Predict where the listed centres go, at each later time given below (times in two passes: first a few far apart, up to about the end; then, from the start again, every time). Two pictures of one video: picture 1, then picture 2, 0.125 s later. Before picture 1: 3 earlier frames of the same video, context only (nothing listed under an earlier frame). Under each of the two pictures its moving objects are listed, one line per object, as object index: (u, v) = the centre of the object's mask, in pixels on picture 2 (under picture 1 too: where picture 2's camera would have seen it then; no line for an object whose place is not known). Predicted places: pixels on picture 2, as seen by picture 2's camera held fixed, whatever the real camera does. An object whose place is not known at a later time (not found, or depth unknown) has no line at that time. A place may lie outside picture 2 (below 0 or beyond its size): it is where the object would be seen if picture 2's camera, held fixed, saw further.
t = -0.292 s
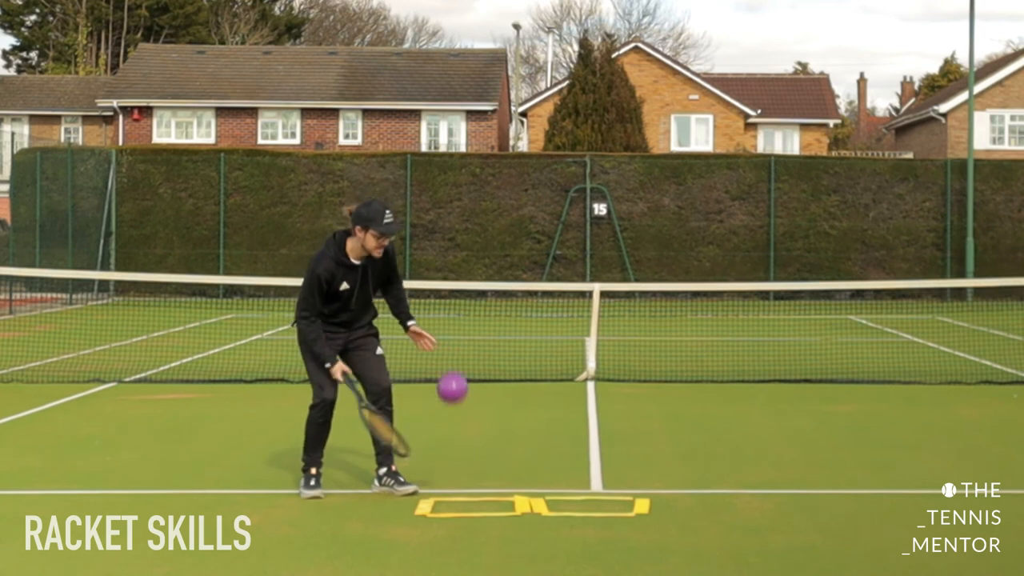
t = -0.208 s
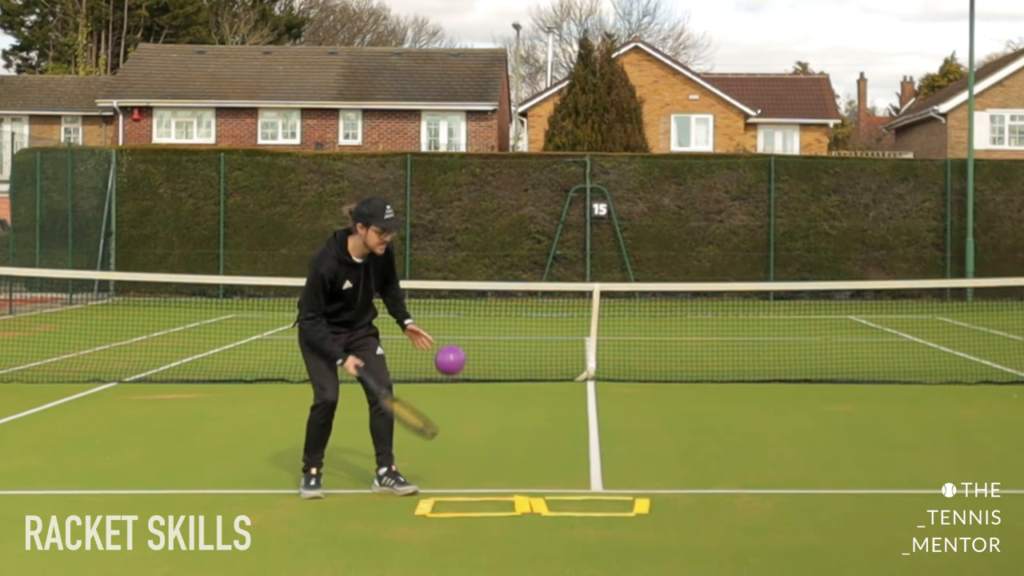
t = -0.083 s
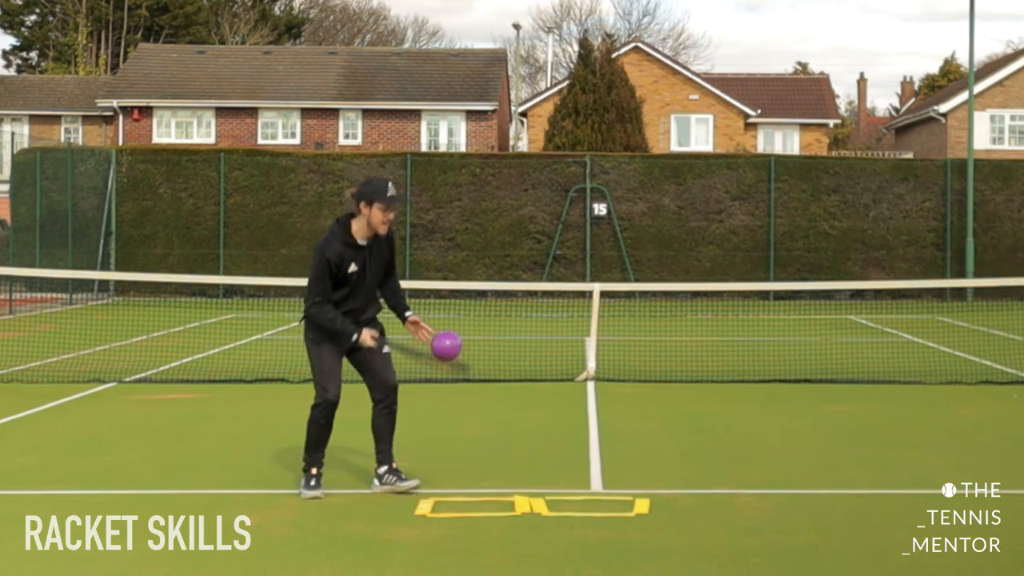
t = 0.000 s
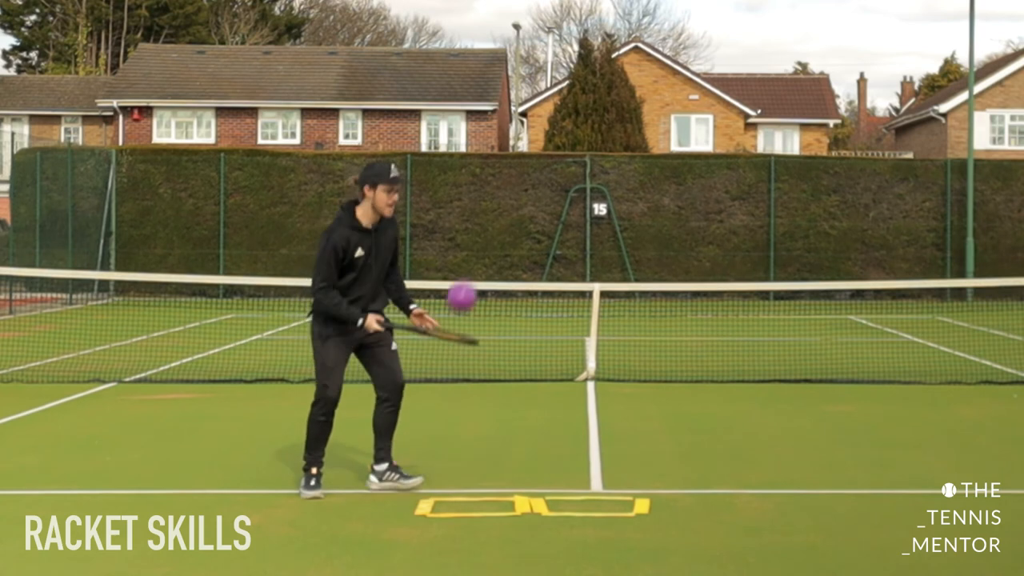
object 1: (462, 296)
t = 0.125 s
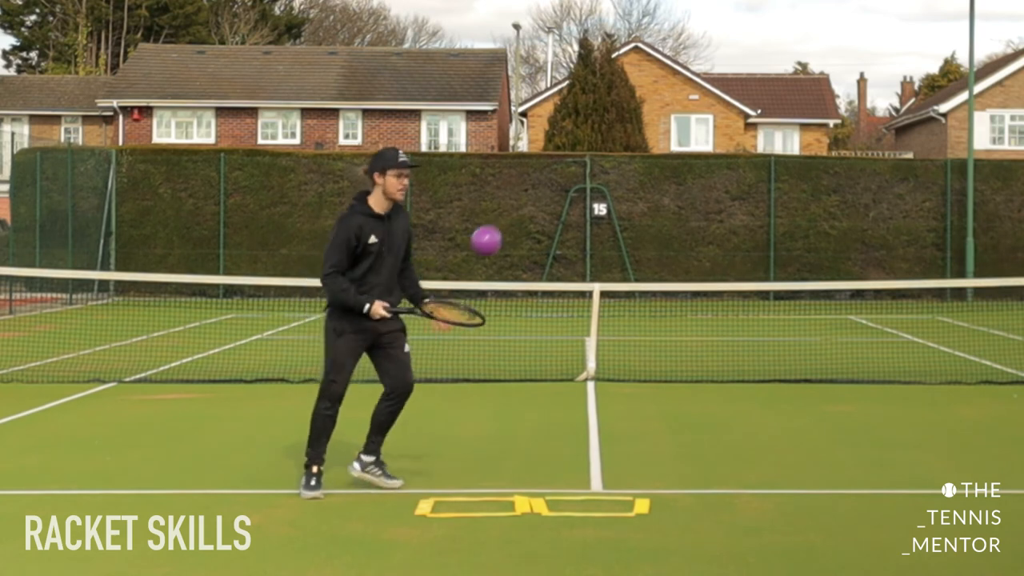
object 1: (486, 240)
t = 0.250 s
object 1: (508, 217)
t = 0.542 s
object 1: (553, 283)
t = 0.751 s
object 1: (577, 431)
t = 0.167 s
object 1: (494, 229)
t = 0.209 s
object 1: (501, 222)
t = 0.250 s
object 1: (508, 217)
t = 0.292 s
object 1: (515, 217)
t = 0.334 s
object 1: (521, 219)
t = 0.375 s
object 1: (528, 225)
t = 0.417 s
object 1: (534, 235)
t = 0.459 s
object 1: (541, 248)
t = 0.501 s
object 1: (547, 264)
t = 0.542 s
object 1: (553, 283)
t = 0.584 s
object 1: (558, 306)
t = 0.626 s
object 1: (564, 333)
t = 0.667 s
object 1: (568, 362)
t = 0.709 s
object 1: (573, 396)
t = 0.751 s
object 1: (577, 431)
